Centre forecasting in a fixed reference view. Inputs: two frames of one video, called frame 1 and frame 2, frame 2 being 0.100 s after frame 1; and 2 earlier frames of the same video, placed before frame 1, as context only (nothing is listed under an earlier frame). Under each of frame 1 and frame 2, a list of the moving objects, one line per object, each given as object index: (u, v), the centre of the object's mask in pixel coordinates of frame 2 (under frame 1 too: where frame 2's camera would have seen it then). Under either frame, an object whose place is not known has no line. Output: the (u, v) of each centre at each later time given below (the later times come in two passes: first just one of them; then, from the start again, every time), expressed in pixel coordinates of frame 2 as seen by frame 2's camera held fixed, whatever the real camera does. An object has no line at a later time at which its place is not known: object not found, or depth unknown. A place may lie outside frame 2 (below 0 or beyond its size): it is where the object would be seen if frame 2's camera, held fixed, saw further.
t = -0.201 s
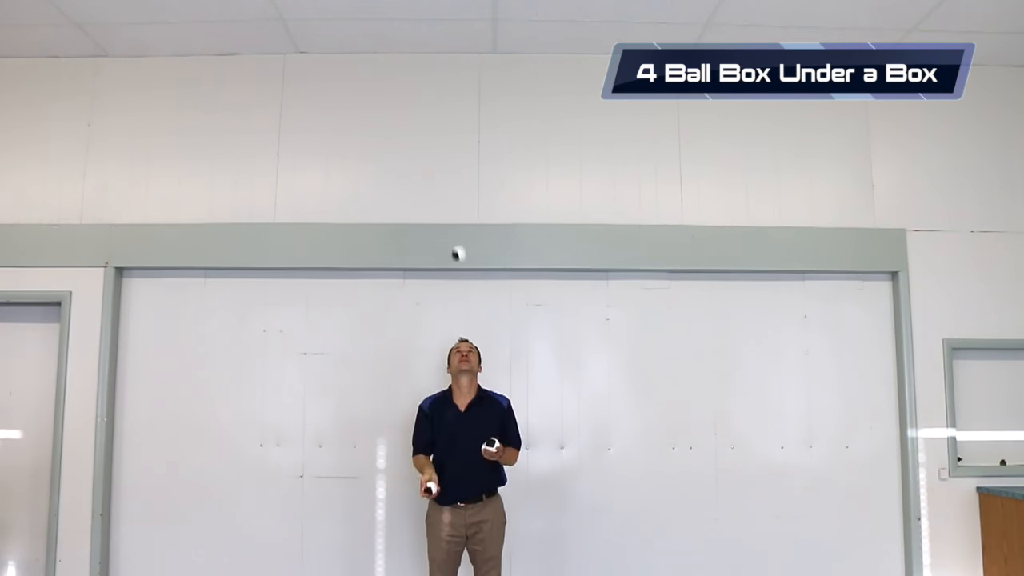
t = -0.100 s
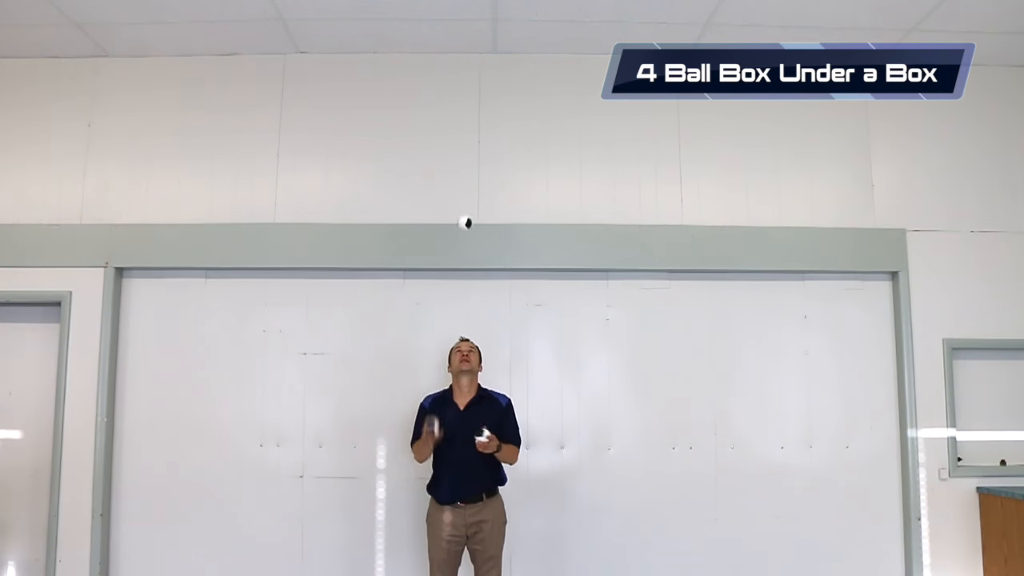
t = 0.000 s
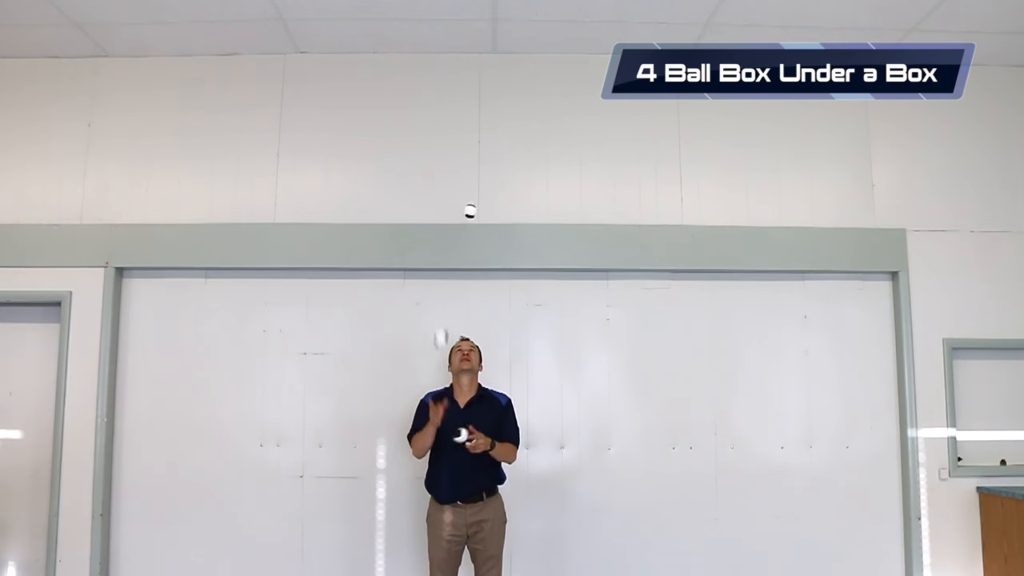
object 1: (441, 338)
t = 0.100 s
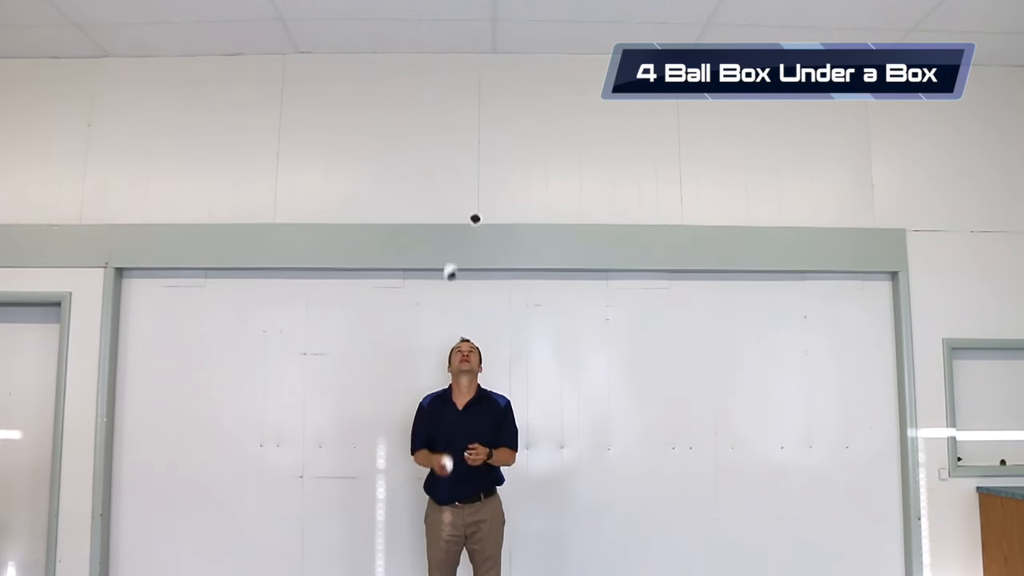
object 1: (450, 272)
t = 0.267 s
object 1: (462, 208)
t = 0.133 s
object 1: (453, 254)
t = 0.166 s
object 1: (455, 239)
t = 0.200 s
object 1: (458, 226)
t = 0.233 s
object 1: (460, 215)
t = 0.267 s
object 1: (462, 208)
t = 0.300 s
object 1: (465, 202)
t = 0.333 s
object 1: (469, 198)
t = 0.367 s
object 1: (471, 196)
